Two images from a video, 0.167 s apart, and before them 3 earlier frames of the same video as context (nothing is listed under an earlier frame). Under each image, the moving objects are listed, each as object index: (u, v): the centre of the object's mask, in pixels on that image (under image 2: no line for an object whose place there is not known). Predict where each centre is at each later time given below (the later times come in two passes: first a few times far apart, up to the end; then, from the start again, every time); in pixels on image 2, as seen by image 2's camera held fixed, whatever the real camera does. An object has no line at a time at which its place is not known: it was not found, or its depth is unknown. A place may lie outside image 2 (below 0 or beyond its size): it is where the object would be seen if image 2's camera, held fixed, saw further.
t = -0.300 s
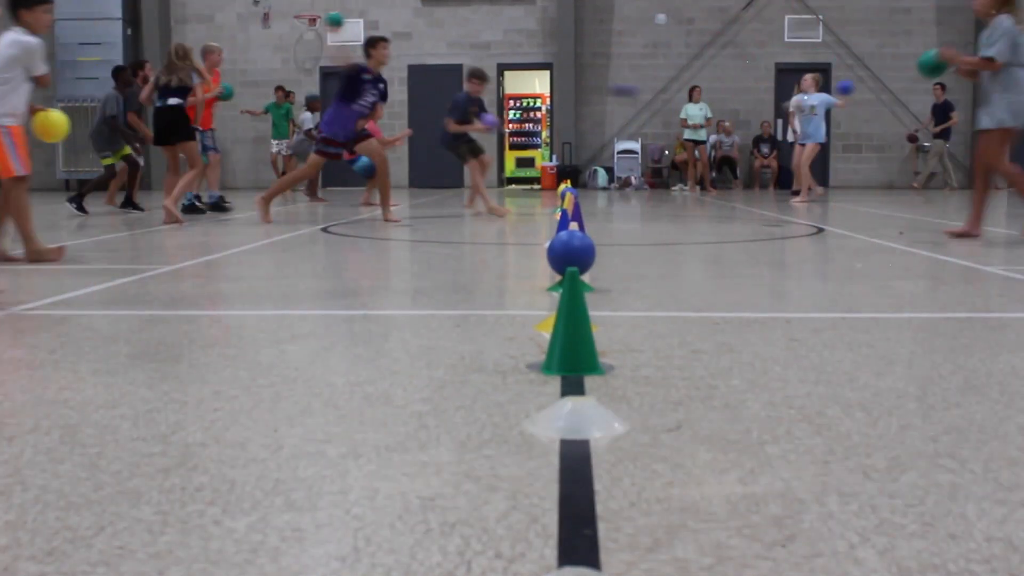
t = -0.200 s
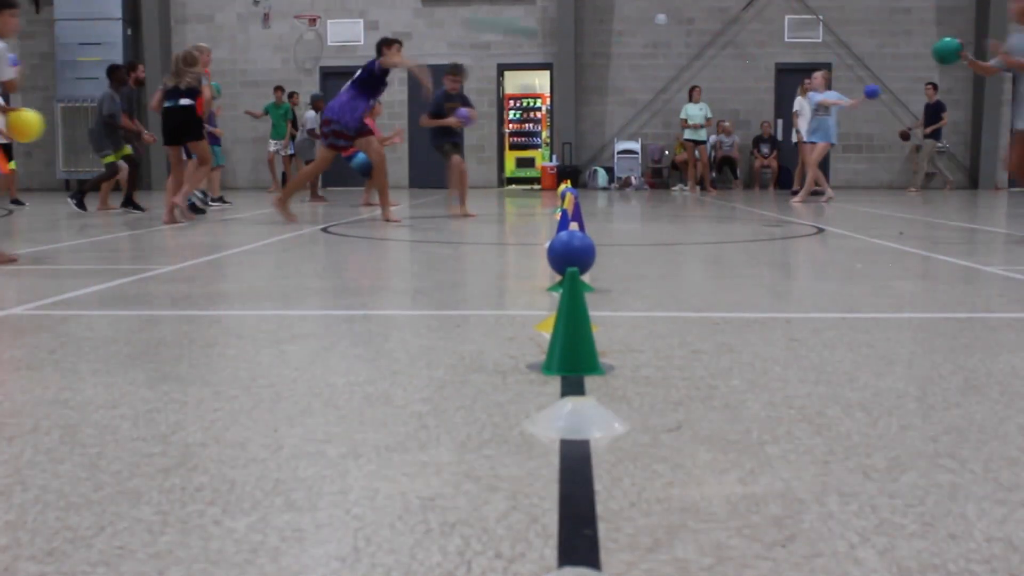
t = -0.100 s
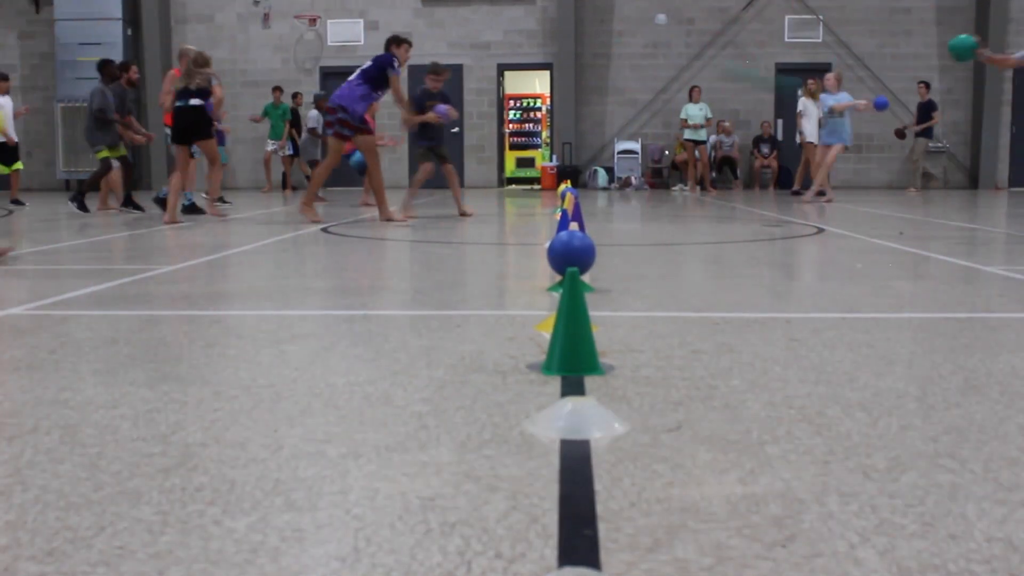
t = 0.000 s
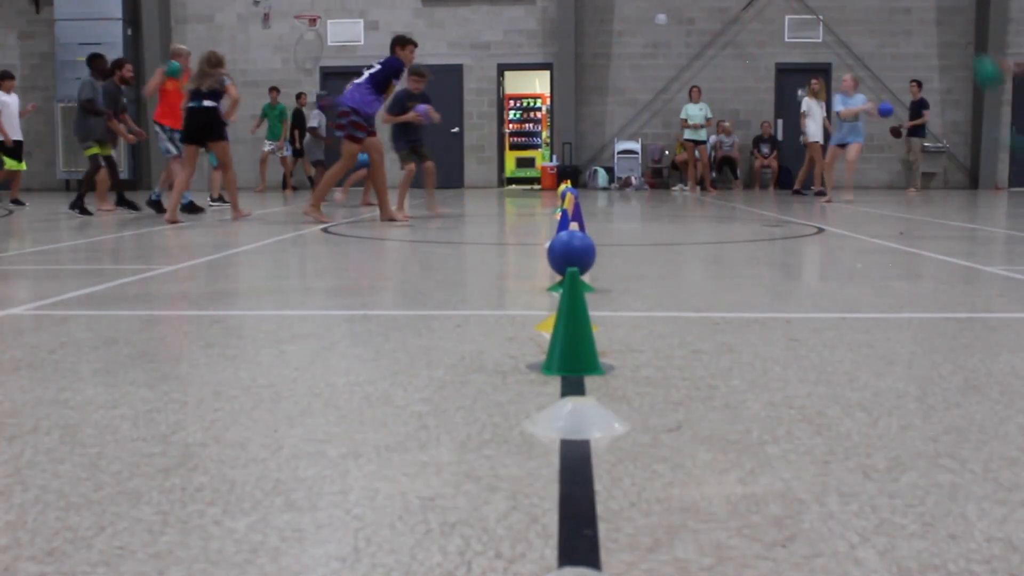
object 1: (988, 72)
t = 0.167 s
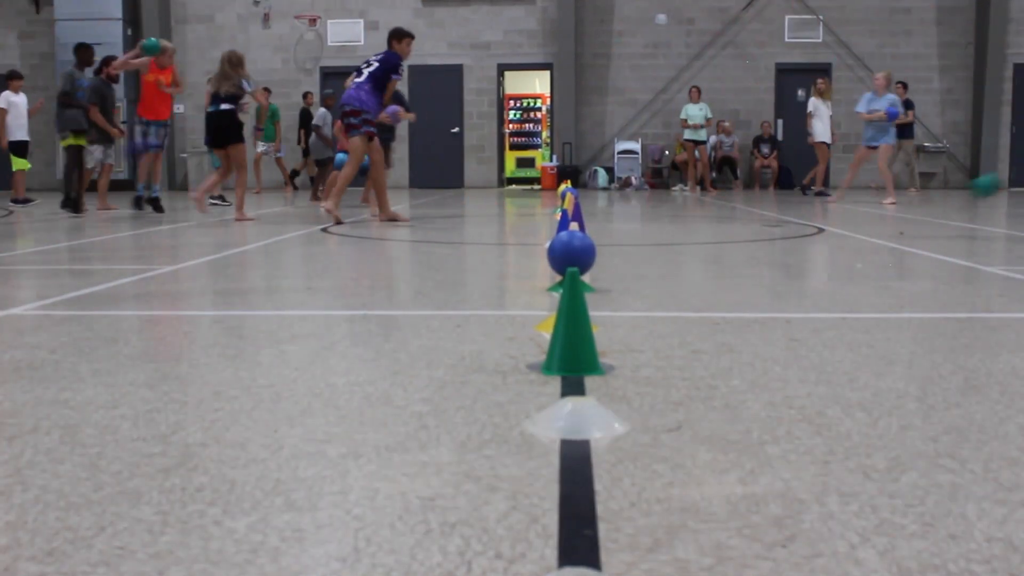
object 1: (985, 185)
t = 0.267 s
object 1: (919, 216)
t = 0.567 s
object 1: (794, 202)
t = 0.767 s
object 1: (724, 208)
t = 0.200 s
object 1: (963, 194)
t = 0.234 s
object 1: (941, 204)
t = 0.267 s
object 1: (919, 216)
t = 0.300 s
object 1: (900, 223)
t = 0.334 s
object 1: (886, 215)
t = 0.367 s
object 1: (872, 208)
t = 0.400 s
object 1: (858, 203)
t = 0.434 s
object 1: (846, 199)
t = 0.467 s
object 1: (832, 198)
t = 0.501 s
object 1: (820, 198)
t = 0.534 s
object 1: (806, 199)
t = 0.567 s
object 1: (794, 202)
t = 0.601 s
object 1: (781, 206)
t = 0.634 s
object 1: (769, 213)
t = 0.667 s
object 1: (757, 218)
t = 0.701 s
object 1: (746, 214)
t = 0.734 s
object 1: (735, 210)
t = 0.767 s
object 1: (724, 208)
